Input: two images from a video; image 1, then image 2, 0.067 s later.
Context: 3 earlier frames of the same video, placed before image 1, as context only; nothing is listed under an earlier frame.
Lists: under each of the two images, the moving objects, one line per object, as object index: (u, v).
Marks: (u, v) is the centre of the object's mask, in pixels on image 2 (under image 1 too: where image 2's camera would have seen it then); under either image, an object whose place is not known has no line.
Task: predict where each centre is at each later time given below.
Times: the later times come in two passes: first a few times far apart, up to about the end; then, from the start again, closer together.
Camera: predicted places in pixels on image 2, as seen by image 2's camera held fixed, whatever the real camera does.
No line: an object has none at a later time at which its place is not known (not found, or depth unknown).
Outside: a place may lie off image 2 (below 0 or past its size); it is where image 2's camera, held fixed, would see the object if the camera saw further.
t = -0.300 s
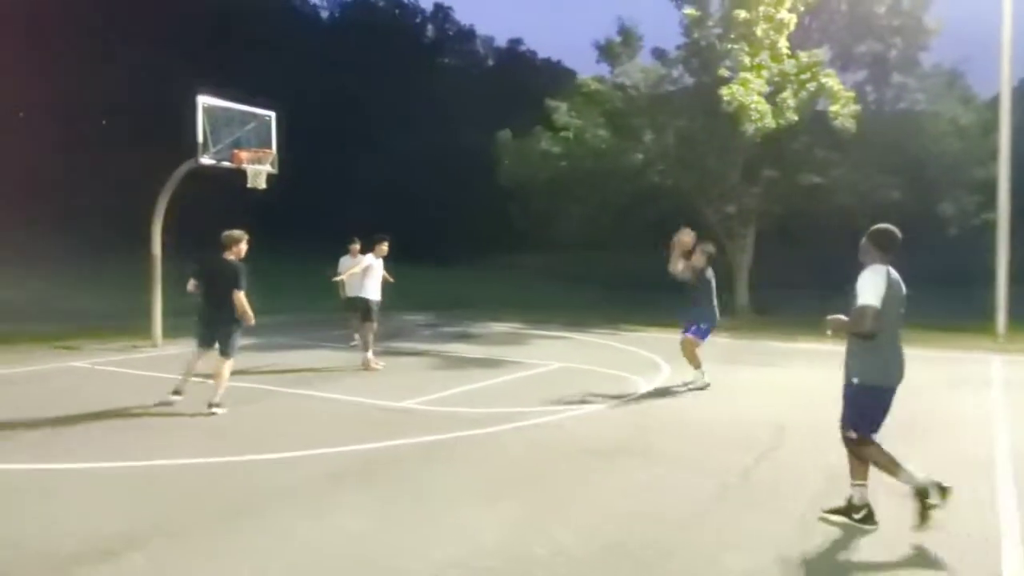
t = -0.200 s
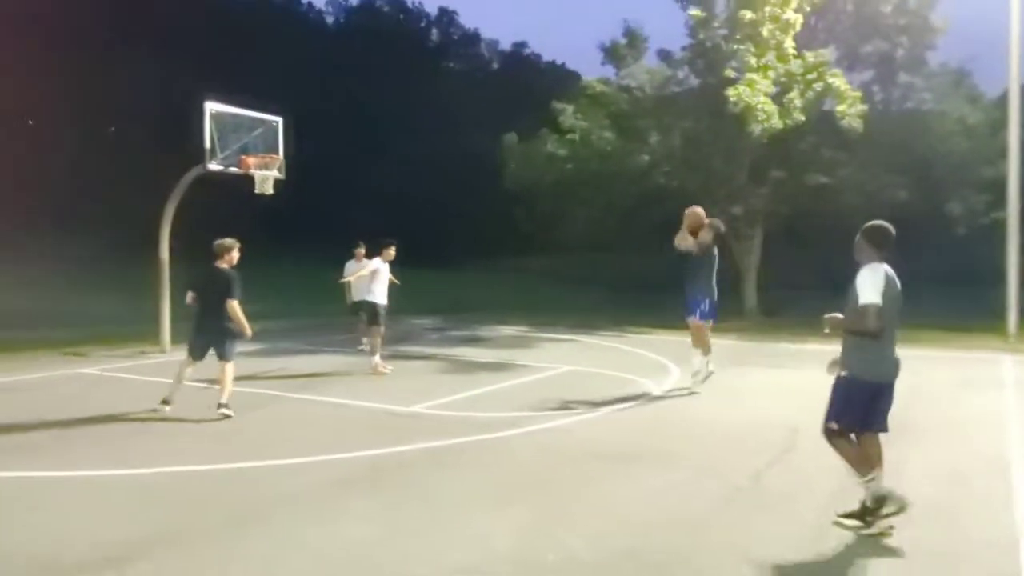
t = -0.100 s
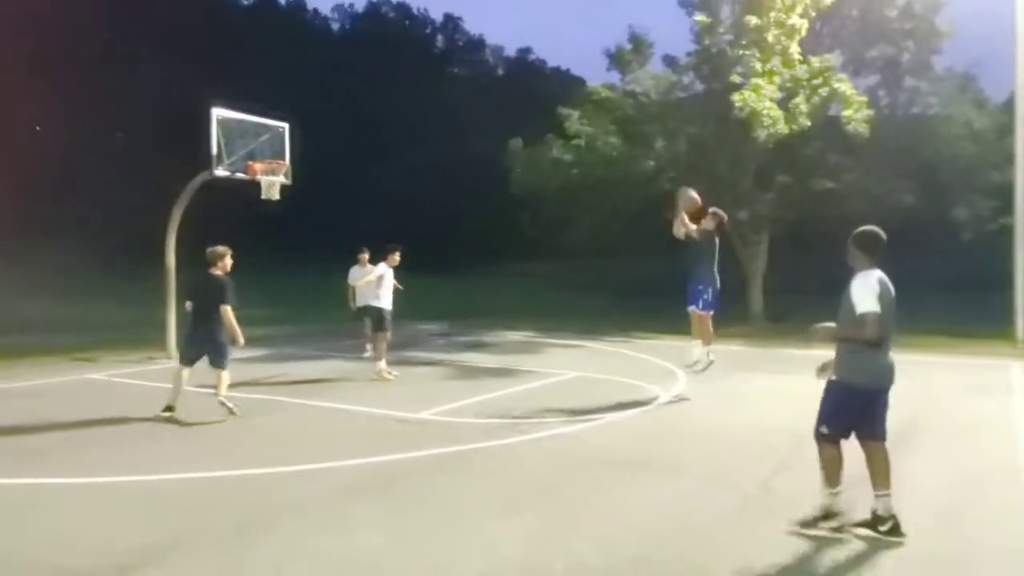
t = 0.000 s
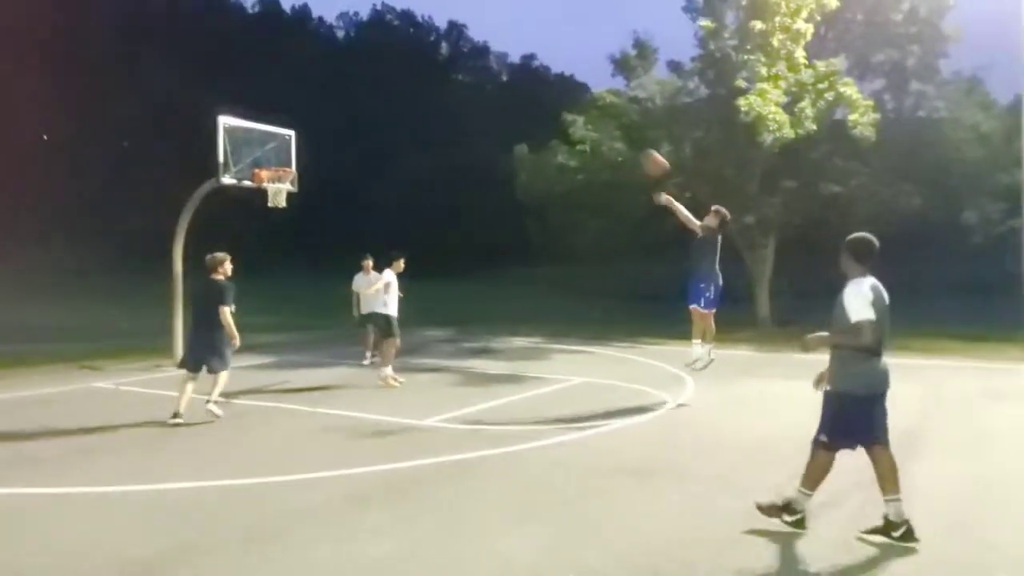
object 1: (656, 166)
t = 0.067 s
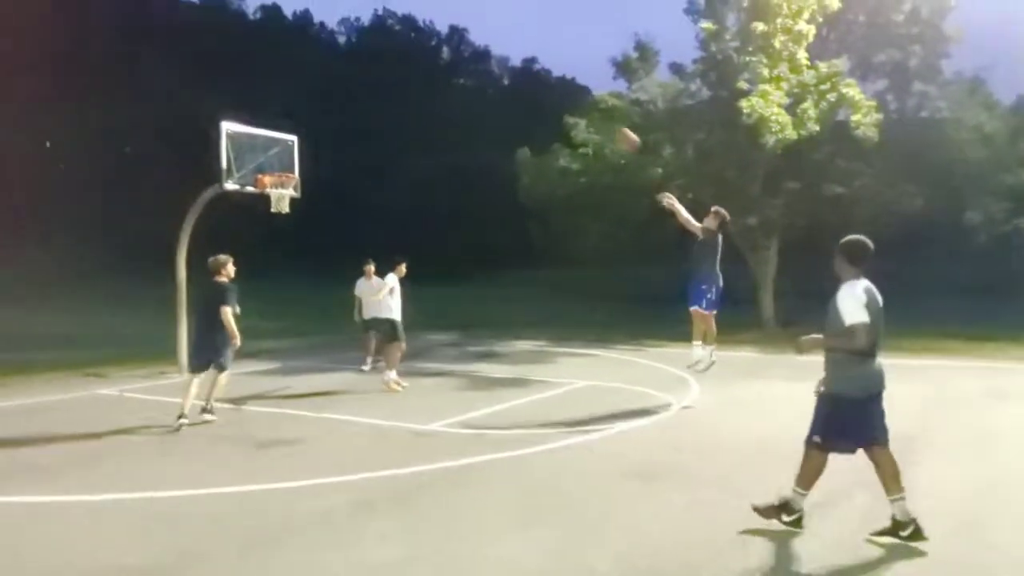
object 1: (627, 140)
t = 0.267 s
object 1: (539, 88)
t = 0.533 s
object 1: (433, 70)
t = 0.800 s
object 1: (341, 105)
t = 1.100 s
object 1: (288, 159)
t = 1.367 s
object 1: (353, 127)
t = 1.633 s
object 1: (418, 140)
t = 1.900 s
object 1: (478, 195)
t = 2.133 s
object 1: (527, 275)
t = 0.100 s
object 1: (612, 129)
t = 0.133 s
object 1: (597, 117)
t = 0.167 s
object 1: (582, 108)
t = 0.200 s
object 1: (567, 100)
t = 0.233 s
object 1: (552, 94)
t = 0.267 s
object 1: (539, 88)
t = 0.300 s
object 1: (525, 83)
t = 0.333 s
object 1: (511, 78)
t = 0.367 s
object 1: (498, 74)
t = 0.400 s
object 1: (484, 71)
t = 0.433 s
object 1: (470, 70)
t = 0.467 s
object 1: (459, 69)
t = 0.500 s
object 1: (446, 69)
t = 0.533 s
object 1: (433, 70)
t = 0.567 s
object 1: (421, 72)
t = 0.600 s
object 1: (409, 74)
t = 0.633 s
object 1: (398, 78)
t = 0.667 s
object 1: (386, 82)
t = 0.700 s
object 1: (374, 87)
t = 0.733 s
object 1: (363, 92)
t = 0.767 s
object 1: (352, 98)
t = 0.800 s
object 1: (341, 105)
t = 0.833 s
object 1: (331, 113)
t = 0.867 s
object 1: (321, 121)
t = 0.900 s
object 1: (310, 130)
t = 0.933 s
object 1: (302, 137)
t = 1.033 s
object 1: (274, 169)
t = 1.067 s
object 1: (275, 168)
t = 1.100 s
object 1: (288, 159)
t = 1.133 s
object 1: (295, 154)
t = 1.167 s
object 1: (304, 146)
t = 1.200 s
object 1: (312, 141)
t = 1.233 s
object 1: (320, 136)
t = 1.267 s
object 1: (328, 134)
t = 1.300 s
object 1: (336, 131)
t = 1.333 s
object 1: (345, 128)
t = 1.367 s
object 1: (353, 127)
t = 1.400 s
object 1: (362, 127)
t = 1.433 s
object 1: (370, 127)
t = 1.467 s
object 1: (378, 127)
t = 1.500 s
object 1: (386, 128)
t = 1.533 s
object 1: (394, 130)
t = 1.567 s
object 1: (402, 132)
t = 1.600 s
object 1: (410, 136)
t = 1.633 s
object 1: (418, 140)
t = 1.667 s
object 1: (426, 144)
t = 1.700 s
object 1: (433, 149)
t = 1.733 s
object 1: (441, 155)
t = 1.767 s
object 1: (449, 162)
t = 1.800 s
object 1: (457, 169)
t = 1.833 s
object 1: (464, 177)
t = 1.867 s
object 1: (471, 186)
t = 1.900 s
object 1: (478, 195)
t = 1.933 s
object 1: (485, 205)
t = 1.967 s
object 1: (492, 216)
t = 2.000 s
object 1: (499, 226)
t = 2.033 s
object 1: (505, 237)
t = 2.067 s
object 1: (513, 248)
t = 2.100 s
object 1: (520, 262)
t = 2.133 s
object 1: (527, 275)
